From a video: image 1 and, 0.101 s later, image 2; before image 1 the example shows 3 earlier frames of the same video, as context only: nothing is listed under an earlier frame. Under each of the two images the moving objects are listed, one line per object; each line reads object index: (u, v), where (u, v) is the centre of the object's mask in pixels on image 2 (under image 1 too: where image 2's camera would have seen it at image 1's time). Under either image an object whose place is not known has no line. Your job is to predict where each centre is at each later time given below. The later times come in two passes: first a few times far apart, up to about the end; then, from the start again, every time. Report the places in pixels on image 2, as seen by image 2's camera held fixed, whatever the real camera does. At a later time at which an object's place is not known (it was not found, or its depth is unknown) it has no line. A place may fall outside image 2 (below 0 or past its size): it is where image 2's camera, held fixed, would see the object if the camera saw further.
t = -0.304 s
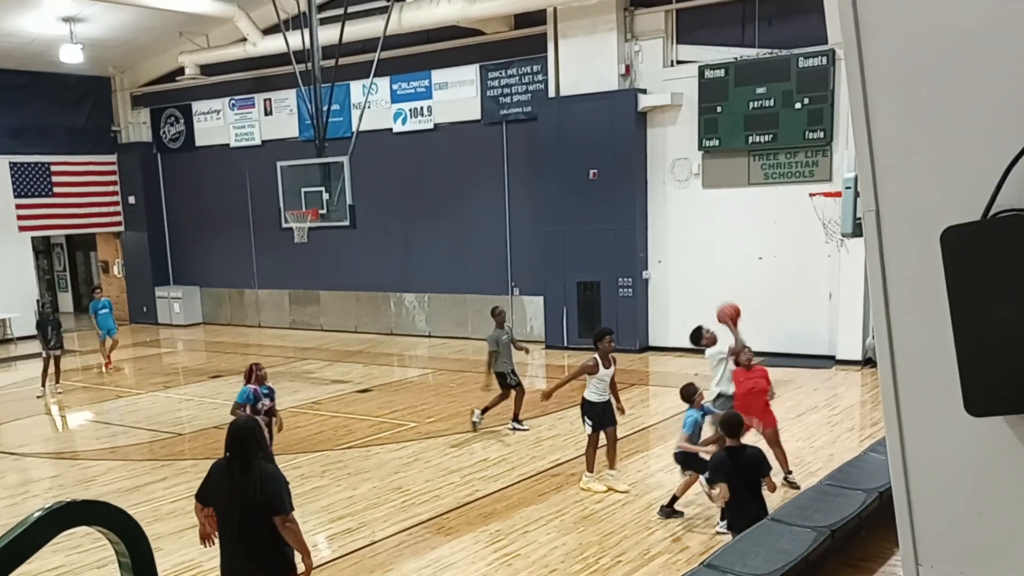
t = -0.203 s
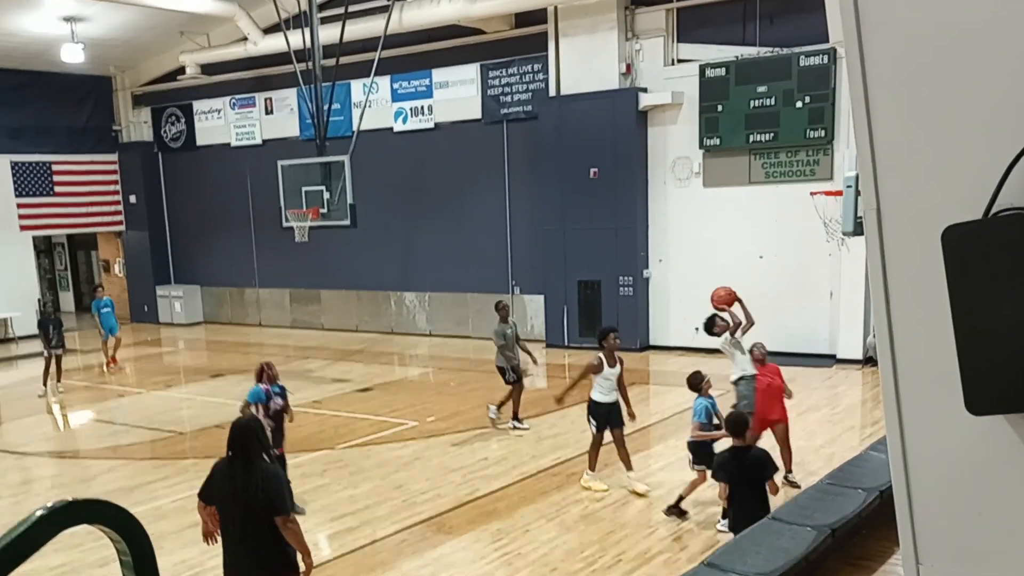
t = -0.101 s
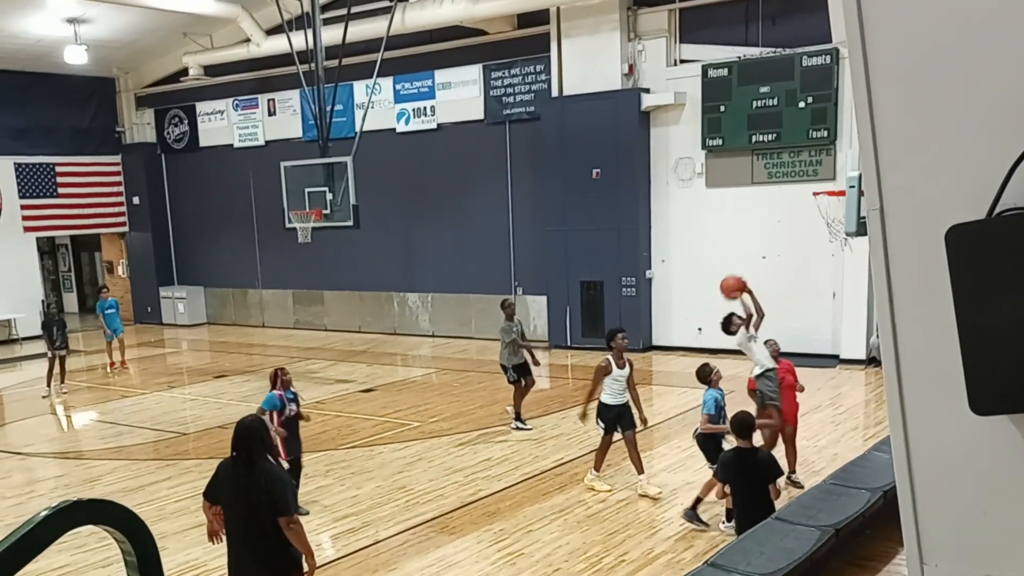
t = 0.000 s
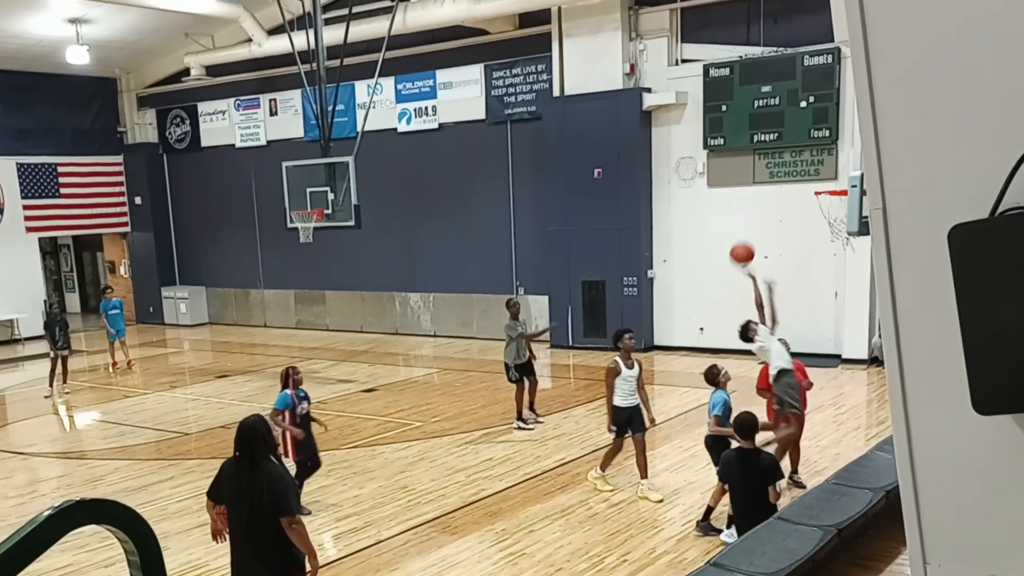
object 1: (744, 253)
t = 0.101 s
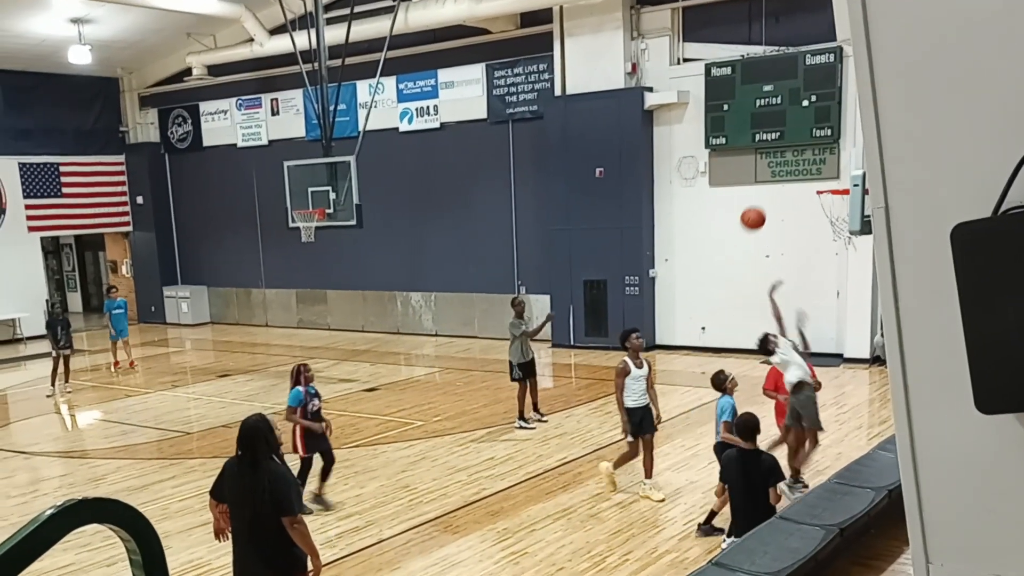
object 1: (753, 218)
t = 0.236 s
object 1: (766, 188)
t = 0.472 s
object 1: (788, 181)
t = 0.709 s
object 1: (810, 238)
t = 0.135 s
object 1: (756, 209)
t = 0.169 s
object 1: (759, 201)
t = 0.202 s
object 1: (762, 194)
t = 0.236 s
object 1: (766, 188)
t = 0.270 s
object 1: (769, 184)
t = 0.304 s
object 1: (772, 180)
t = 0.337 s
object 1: (776, 178)
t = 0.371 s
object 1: (779, 177)
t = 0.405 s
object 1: (782, 177)
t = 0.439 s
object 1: (785, 179)
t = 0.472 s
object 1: (788, 181)
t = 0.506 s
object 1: (791, 186)
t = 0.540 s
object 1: (794, 191)
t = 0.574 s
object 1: (798, 198)
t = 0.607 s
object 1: (801, 206)
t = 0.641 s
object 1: (804, 215)
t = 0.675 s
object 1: (807, 226)
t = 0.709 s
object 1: (810, 238)
